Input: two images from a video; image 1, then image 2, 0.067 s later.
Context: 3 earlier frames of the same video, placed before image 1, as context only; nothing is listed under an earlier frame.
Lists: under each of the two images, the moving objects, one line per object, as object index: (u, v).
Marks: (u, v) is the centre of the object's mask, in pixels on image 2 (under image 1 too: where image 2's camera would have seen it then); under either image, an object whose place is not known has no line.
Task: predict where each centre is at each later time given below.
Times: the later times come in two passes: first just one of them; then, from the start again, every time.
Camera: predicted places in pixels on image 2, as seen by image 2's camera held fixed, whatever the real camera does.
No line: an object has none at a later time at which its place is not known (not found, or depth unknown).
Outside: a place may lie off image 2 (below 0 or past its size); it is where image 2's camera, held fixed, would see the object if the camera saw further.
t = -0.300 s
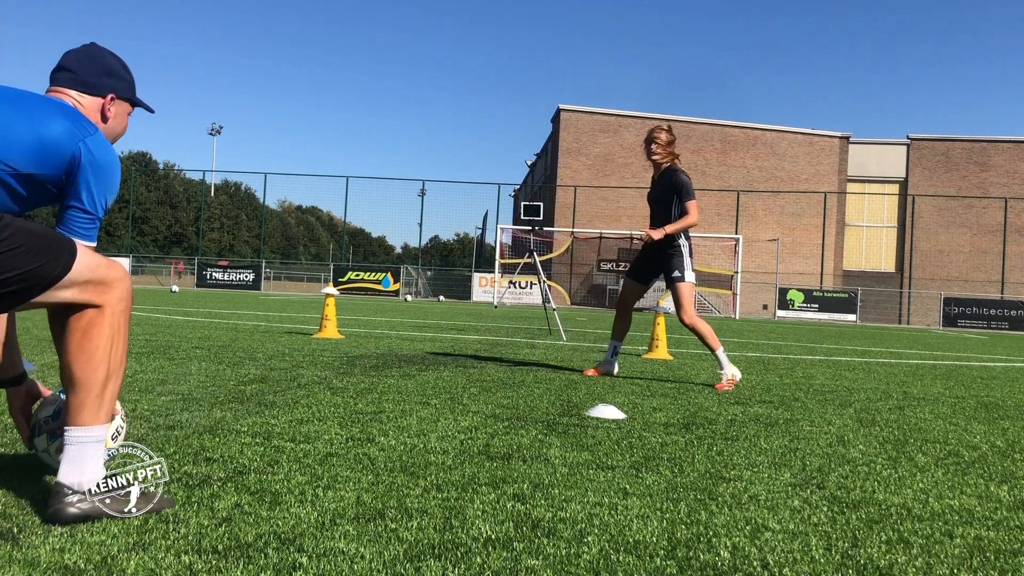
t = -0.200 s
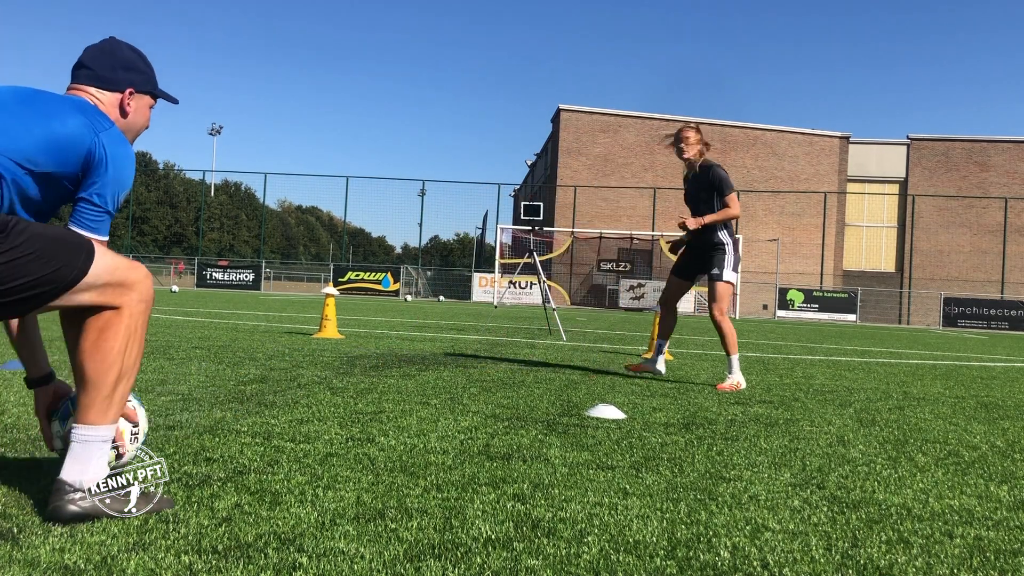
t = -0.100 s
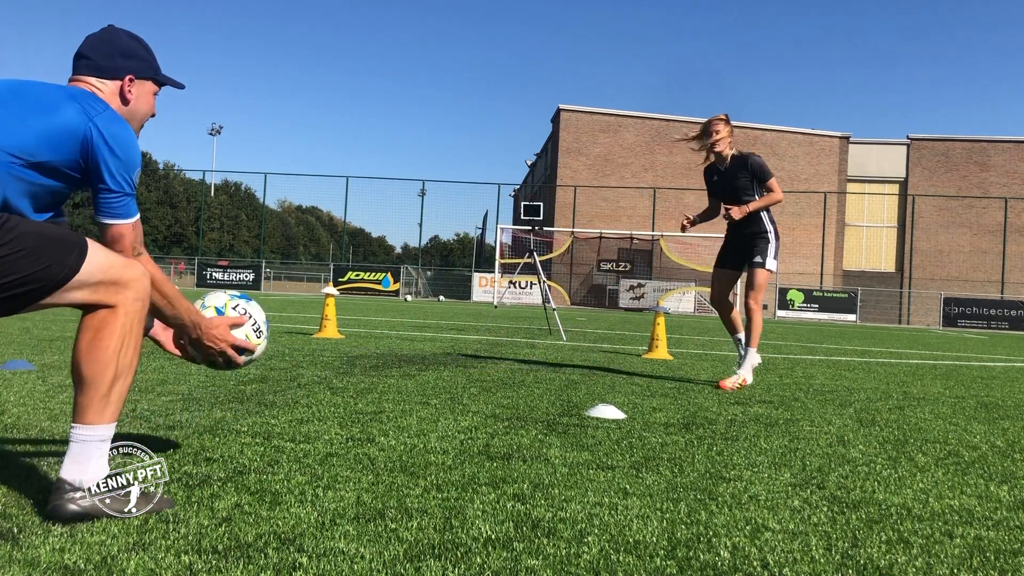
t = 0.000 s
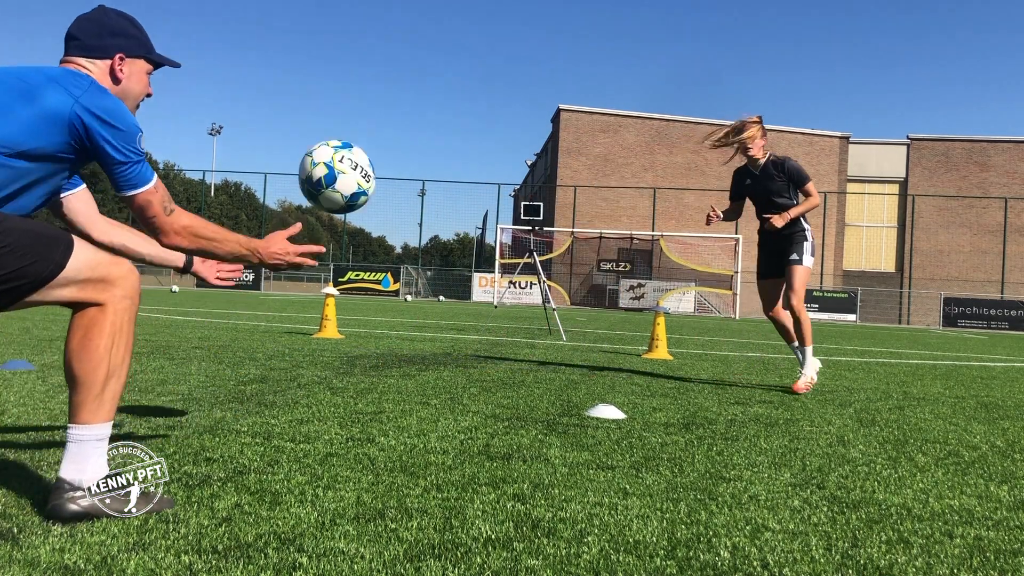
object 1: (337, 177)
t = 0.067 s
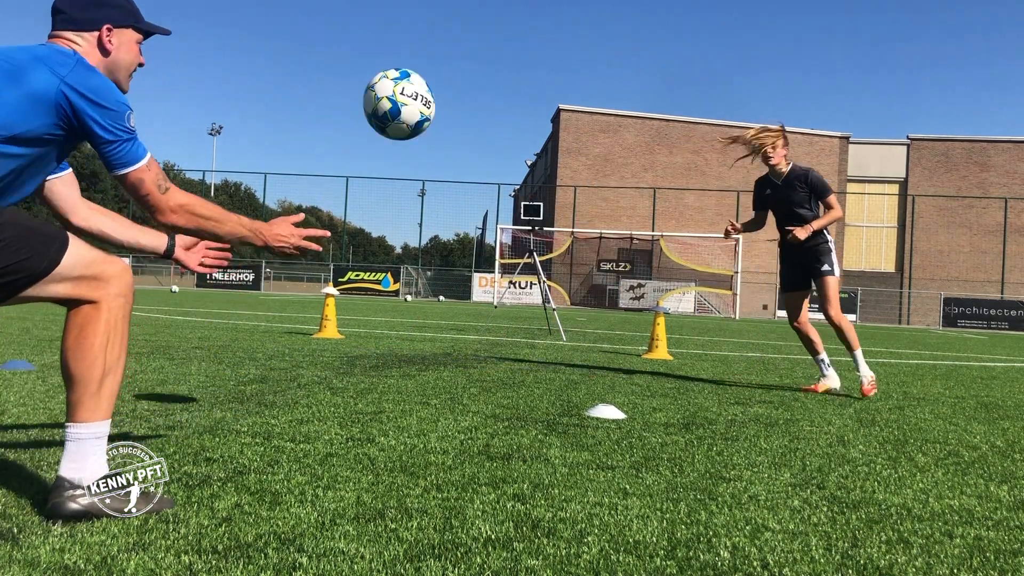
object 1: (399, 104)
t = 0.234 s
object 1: (524, 14)
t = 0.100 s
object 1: (427, 75)
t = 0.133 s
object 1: (453, 51)
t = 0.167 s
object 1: (478, 31)
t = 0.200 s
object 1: (502, 21)
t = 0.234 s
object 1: (524, 14)
